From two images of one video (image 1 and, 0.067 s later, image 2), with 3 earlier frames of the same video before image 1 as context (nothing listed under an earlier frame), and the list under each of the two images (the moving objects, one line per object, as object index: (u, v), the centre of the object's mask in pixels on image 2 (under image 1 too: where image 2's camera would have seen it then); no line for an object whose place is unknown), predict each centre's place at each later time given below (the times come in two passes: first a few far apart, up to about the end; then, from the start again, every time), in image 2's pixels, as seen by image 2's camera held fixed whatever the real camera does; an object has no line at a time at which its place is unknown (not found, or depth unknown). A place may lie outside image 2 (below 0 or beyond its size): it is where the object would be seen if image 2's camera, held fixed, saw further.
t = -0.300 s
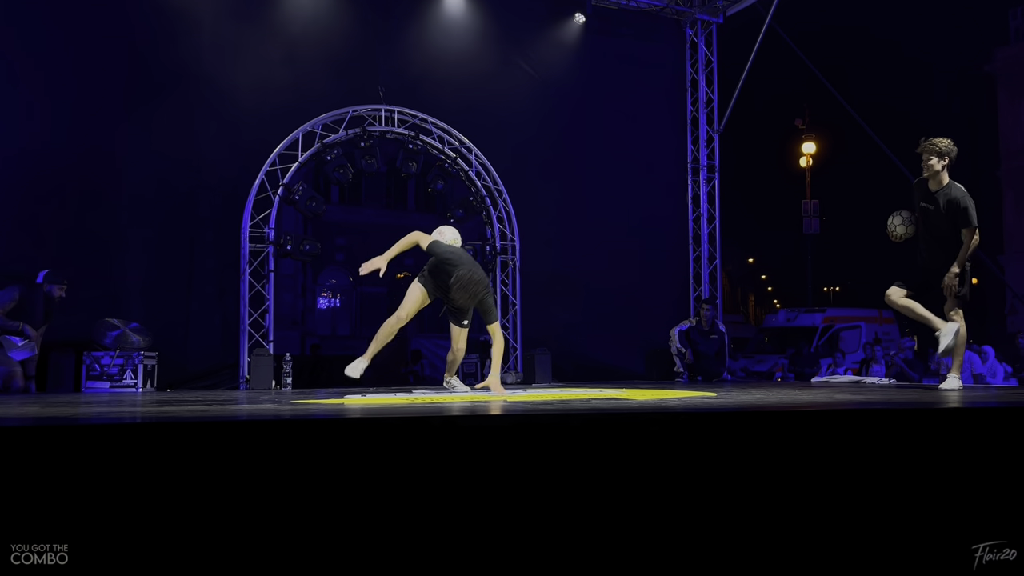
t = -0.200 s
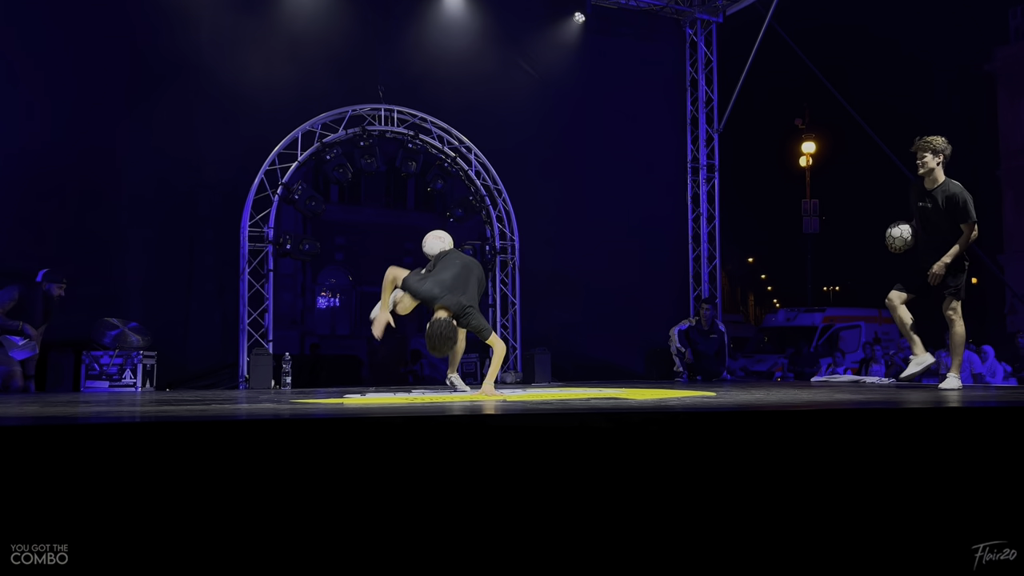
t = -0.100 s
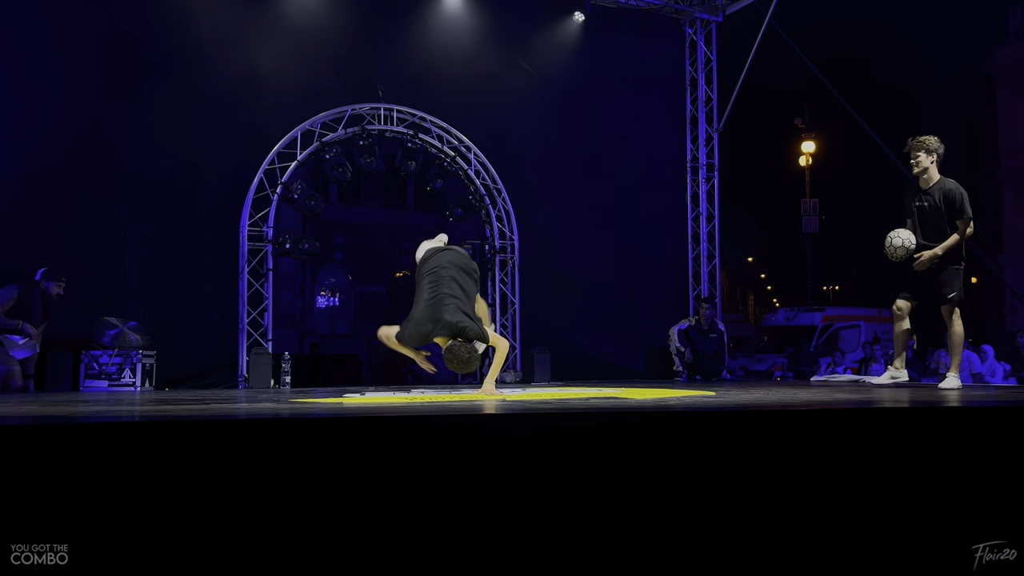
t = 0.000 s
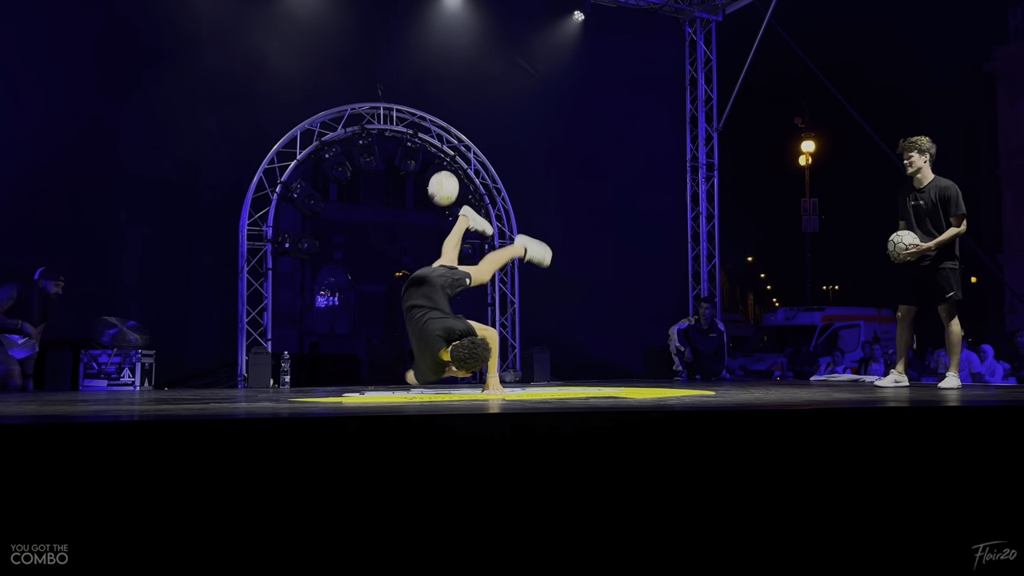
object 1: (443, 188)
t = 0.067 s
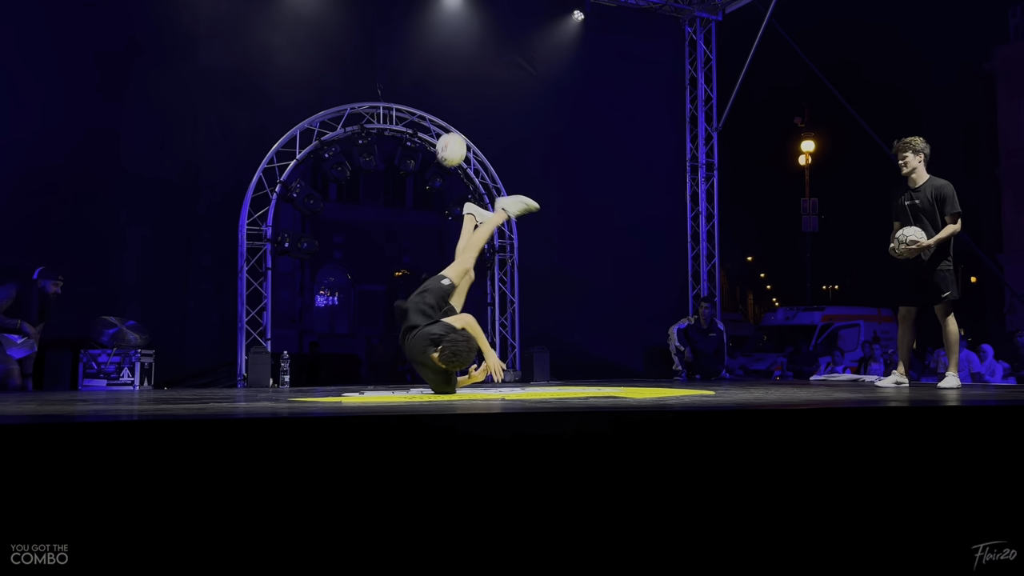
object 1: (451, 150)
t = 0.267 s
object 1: (474, 70)
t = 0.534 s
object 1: (505, 47)
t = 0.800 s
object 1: (535, 121)
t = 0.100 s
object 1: (455, 132)
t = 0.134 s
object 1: (459, 116)
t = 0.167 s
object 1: (463, 103)
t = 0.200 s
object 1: (467, 91)
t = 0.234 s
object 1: (471, 80)
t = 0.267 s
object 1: (474, 70)
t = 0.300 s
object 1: (478, 62)
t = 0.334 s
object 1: (482, 56)
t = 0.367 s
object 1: (486, 50)
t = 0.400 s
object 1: (490, 46)
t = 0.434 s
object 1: (493, 44)
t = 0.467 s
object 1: (497, 44)
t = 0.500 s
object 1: (501, 45)
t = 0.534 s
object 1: (505, 47)
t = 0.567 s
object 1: (509, 51)
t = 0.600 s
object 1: (513, 56)
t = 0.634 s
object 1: (516, 63)
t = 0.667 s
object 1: (520, 72)
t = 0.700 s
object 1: (524, 82)
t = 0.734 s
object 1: (528, 93)
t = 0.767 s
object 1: (532, 106)
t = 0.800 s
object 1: (535, 121)
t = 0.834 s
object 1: (539, 138)
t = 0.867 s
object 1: (543, 156)
